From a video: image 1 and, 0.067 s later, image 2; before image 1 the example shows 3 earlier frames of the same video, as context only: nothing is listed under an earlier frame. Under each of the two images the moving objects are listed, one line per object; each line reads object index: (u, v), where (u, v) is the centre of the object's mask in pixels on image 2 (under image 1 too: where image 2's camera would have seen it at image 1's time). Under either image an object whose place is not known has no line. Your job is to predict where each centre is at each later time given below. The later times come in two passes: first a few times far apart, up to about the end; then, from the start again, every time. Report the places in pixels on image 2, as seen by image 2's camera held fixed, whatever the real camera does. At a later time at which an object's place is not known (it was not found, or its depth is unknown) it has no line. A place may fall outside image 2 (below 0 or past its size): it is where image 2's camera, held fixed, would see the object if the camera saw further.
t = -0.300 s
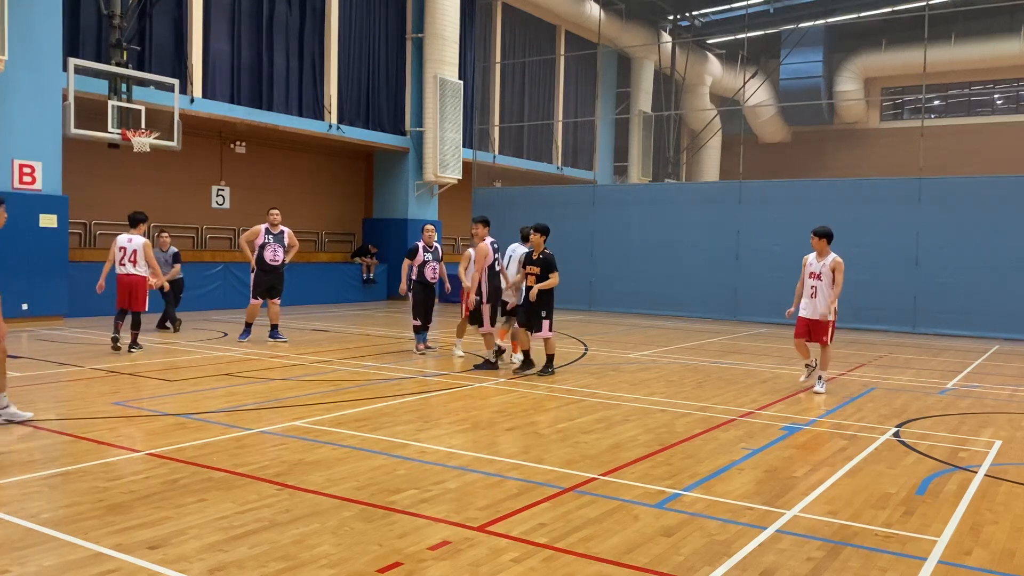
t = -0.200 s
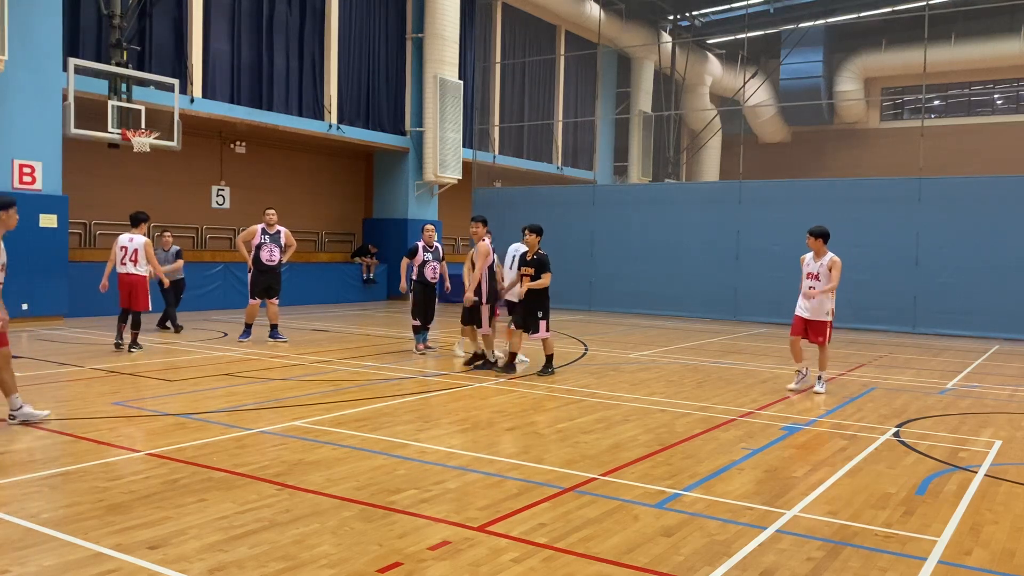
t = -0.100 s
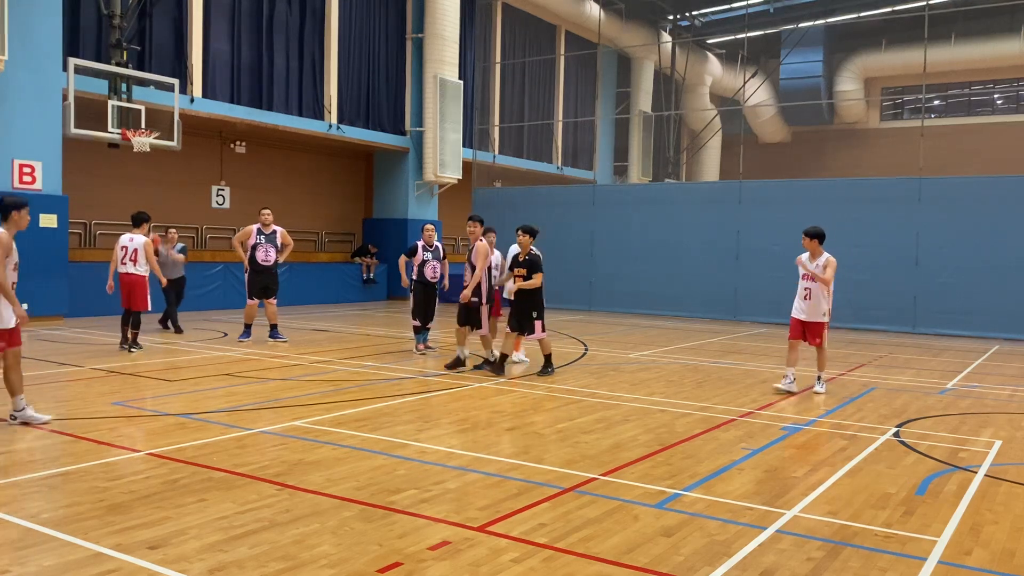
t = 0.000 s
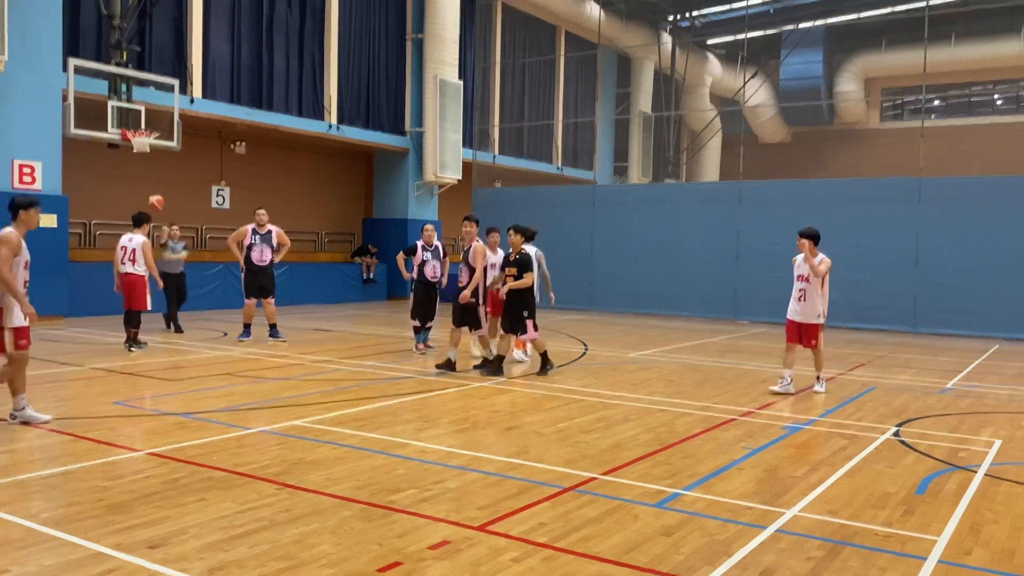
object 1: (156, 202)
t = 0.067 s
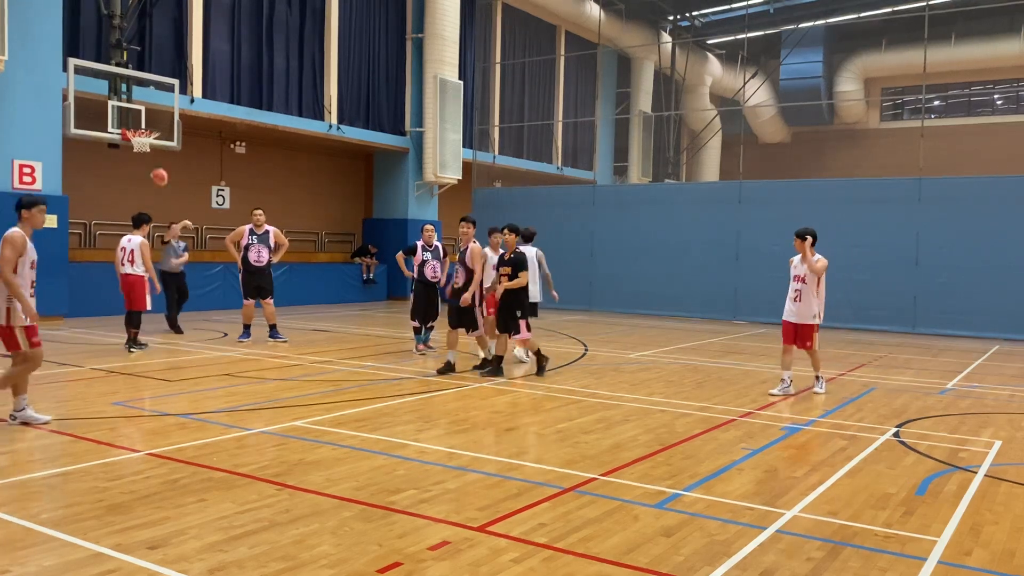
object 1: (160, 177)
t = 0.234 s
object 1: (169, 119)
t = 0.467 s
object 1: (186, 55)
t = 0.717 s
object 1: (209, 21)
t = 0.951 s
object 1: (237, 40)
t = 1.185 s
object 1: (279, 148)
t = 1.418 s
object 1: (345, 429)
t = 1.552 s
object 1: (381, 491)
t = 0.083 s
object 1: (160, 171)
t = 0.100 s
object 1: (161, 165)
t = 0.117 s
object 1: (162, 159)
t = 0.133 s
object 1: (163, 153)
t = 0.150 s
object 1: (163, 147)
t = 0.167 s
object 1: (166, 142)
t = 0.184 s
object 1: (166, 136)
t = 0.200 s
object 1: (167, 130)
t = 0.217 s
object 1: (168, 126)
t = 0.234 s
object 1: (169, 119)
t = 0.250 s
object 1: (170, 113)
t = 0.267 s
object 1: (172, 109)
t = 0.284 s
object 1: (173, 103)
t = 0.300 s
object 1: (174, 98)
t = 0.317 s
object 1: (175, 93)
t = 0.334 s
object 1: (176, 88)
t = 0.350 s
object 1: (177, 84)
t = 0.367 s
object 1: (178, 79)
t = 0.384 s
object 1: (179, 75)
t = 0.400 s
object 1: (180, 70)
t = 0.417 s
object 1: (182, 67)
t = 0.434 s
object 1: (184, 62)
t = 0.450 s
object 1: (184, 59)
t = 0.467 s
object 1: (186, 55)
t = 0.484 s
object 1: (187, 51)
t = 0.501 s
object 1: (189, 48)
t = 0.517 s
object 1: (190, 44)
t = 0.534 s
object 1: (192, 41)
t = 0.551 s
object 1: (192, 39)
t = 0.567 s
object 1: (194, 35)
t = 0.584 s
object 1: (196, 33)
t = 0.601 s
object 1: (197, 30)
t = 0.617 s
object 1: (199, 28)
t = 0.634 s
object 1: (200, 26)
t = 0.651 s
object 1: (202, 25)
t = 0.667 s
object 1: (204, 23)
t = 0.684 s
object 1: (205, 22)
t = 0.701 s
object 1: (207, 21)
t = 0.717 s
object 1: (209, 21)
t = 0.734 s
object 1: (211, 20)
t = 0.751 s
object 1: (213, 19)
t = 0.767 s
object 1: (214, 19)
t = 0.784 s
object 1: (216, 19)
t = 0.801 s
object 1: (218, 20)
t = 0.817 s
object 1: (220, 20)
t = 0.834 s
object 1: (221, 22)
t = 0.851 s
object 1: (224, 23)
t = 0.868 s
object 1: (225, 25)
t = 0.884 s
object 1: (228, 27)
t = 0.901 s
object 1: (230, 30)
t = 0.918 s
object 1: (232, 33)
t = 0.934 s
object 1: (235, 36)
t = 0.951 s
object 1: (237, 40)
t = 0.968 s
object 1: (240, 44)
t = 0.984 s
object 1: (242, 49)
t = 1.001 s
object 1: (245, 54)
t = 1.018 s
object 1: (248, 59)
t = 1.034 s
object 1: (251, 65)
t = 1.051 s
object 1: (253, 71)
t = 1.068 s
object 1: (256, 79)
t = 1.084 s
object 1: (259, 87)
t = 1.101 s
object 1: (262, 94)
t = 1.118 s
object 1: (265, 103)
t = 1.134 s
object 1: (268, 114)
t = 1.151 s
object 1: (272, 125)
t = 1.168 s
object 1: (275, 137)
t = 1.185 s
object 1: (279, 148)
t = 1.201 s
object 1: (283, 161)
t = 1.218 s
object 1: (286, 174)
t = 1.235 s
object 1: (291, 189)
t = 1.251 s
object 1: (296, 204)
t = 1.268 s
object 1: (301, 221)
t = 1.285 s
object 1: (305, 238)
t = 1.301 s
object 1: (309, 258)
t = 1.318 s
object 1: (314, 276)
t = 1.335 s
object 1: (319, 297)
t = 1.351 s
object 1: (323, 319)
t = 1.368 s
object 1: (328, 344)
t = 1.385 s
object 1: (334, 370)
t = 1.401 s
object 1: (339, 399)
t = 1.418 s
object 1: (345, 429)
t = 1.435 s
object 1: (351, 463)
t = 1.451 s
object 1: (358, 495)
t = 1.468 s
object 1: (365, 530)
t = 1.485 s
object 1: (371, 558)
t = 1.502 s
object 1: (373, 549)
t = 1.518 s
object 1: (377, 532)
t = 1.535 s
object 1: (379, 509)
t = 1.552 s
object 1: (381, 491)
